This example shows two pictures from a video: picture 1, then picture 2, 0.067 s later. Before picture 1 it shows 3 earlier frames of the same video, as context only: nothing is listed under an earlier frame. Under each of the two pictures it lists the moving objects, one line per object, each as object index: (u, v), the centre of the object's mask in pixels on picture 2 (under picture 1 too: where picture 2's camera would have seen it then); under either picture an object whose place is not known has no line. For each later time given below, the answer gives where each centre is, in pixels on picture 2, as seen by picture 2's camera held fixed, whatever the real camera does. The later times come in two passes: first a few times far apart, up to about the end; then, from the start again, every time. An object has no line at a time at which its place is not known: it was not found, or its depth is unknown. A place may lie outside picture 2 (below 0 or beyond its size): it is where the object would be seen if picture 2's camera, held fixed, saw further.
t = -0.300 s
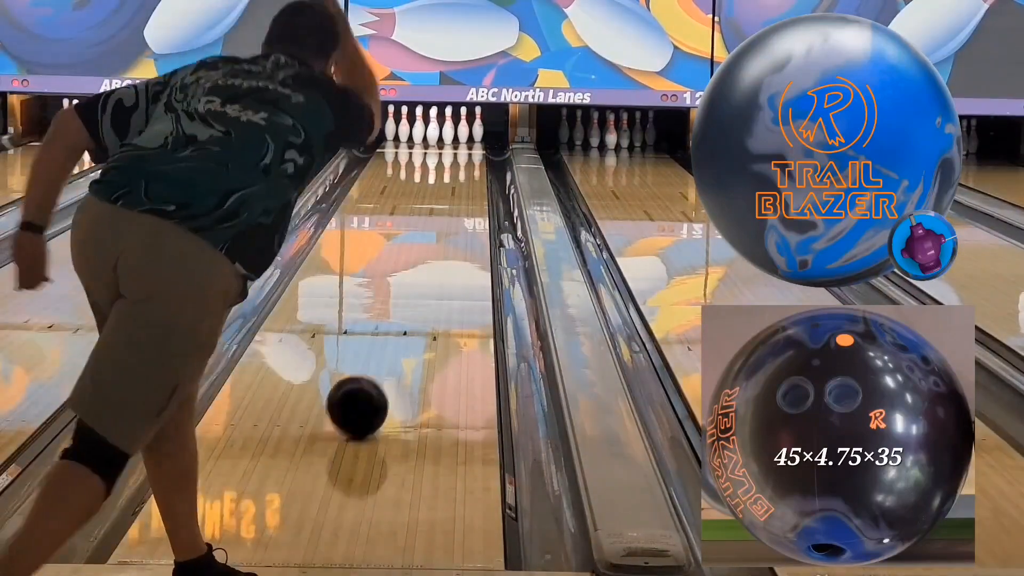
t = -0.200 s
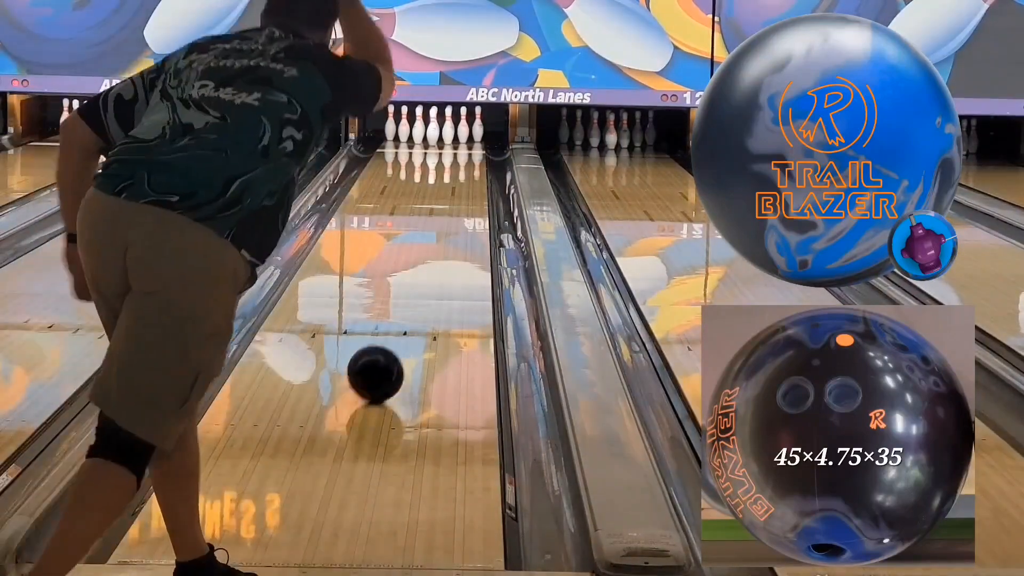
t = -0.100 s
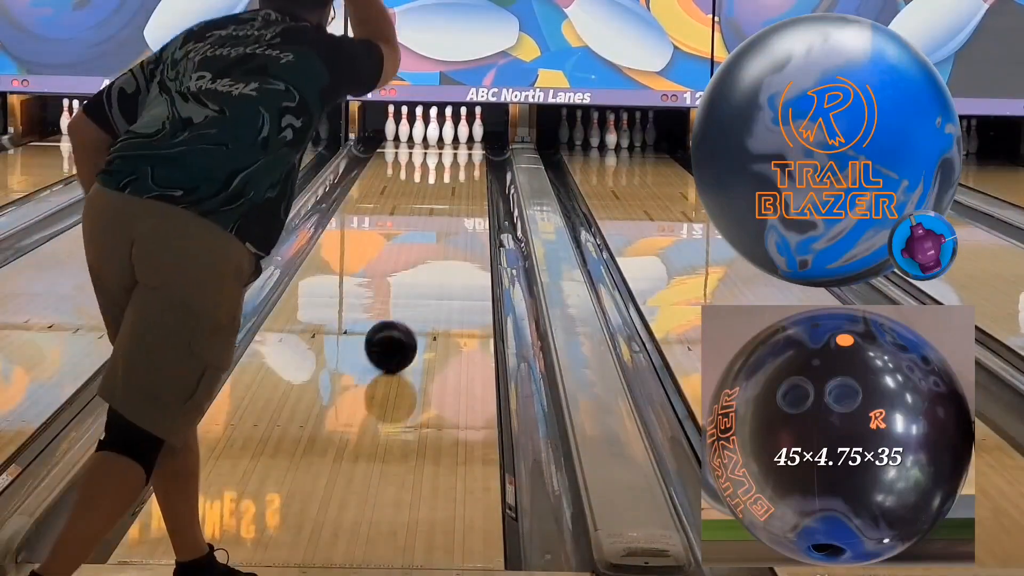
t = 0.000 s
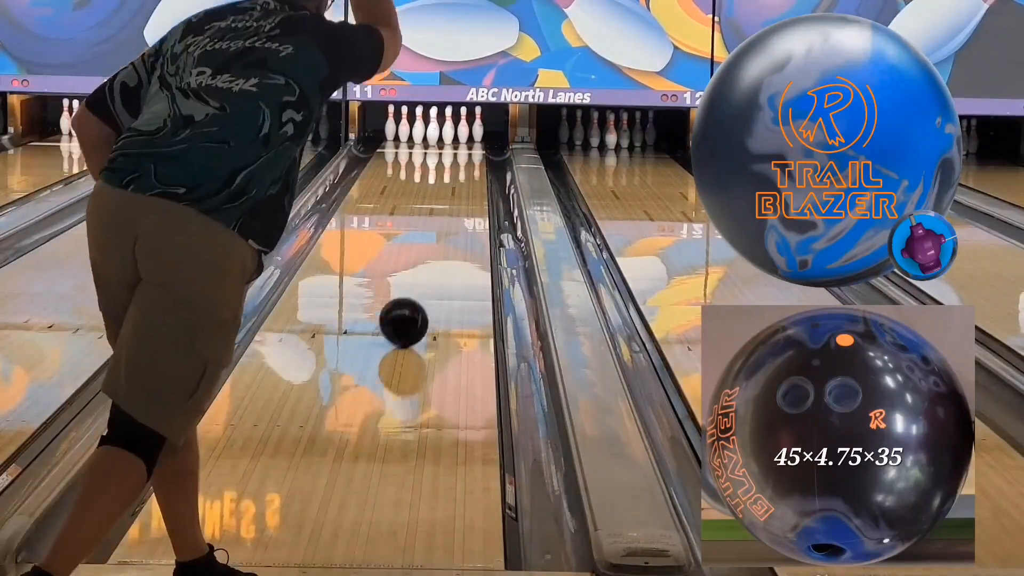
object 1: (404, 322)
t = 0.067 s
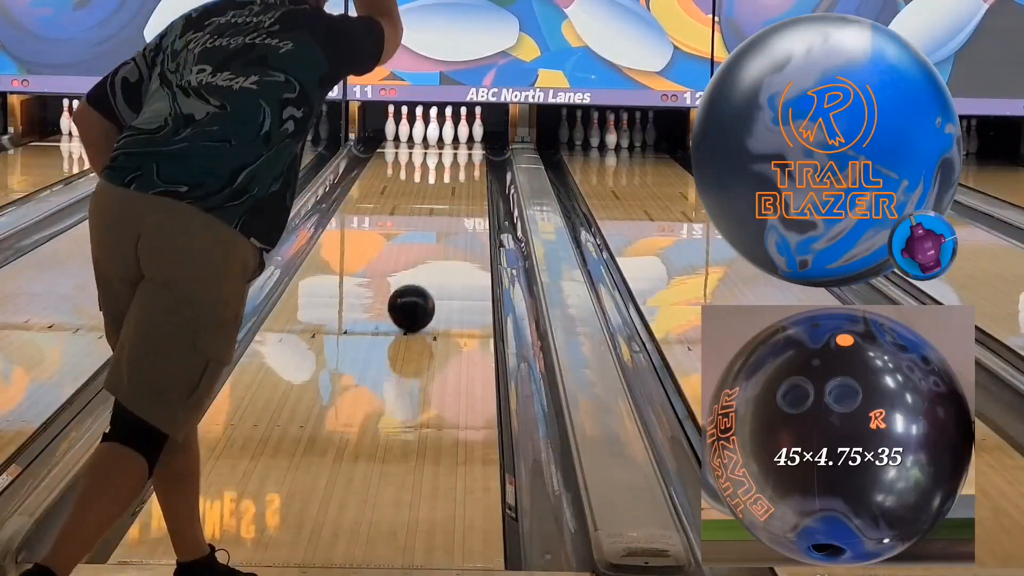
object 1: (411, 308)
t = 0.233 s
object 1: (427, 279)
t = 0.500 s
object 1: (447, 241)
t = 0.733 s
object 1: (460, 215)
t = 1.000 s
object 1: (468, 192)
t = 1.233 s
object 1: (471, 176)
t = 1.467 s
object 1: (470, 163)
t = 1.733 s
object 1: (461, 151)
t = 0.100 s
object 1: (415, 302)
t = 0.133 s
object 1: (418, 295)
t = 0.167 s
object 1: (422, 290)
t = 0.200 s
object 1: (424, 284)
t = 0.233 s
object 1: (427, 279)
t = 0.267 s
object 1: (430, 273)
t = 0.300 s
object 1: (433, 268)
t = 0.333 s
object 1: (436, 263)
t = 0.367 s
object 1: (438, 257)
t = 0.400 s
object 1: (441, 253)
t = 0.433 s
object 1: (443, 248)
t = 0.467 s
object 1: (445, 244)
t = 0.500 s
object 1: (447, 241)
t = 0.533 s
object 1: (449, 236)
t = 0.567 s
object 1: (451, 232)
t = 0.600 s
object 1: (453, 229)
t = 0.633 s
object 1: (455, 225)
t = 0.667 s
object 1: (457, 221)
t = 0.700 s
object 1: (458, 218)
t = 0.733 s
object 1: (460, 215)
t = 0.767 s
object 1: (461, 211)
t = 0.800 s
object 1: (462, 209)
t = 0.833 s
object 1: (464, 206)
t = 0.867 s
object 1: (465, 202)
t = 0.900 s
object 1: (466, 200)
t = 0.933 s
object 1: (467, 197)
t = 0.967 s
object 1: (468, 194)
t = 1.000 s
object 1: (468, 192)
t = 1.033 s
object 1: (469, 189)
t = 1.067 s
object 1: (470, 187)
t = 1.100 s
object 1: (470, 185)
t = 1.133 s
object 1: (470, 183)
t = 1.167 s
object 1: (471, 181)
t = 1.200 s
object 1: (471, 178)
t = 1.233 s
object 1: (471, 176)
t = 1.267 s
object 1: (471, 174)
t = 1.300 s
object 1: (471, 172)
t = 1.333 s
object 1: (471, 170)
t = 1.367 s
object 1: (471, 169)
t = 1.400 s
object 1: (471, 167)
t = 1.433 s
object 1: (471, 165)
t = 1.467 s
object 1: (470, 163)
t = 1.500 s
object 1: (470, 161)
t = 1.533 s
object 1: (469, 160)
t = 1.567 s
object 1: (468, 158)
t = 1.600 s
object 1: (467, 157)
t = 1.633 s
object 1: (466, 156)
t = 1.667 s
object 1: (465, 154)
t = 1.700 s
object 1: (463, 153)
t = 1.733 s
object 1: (461, 151)
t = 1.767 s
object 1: (459, 150)
